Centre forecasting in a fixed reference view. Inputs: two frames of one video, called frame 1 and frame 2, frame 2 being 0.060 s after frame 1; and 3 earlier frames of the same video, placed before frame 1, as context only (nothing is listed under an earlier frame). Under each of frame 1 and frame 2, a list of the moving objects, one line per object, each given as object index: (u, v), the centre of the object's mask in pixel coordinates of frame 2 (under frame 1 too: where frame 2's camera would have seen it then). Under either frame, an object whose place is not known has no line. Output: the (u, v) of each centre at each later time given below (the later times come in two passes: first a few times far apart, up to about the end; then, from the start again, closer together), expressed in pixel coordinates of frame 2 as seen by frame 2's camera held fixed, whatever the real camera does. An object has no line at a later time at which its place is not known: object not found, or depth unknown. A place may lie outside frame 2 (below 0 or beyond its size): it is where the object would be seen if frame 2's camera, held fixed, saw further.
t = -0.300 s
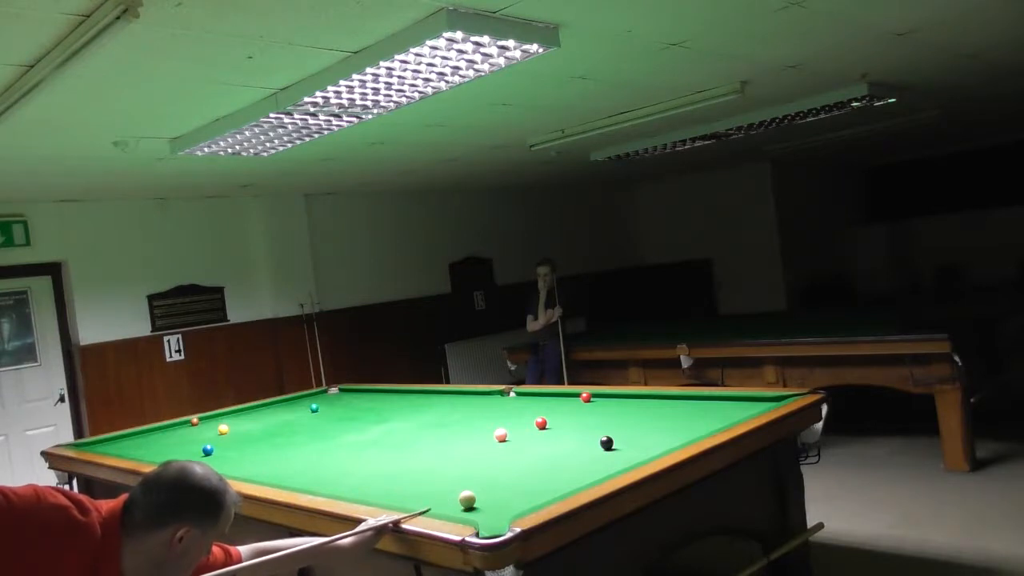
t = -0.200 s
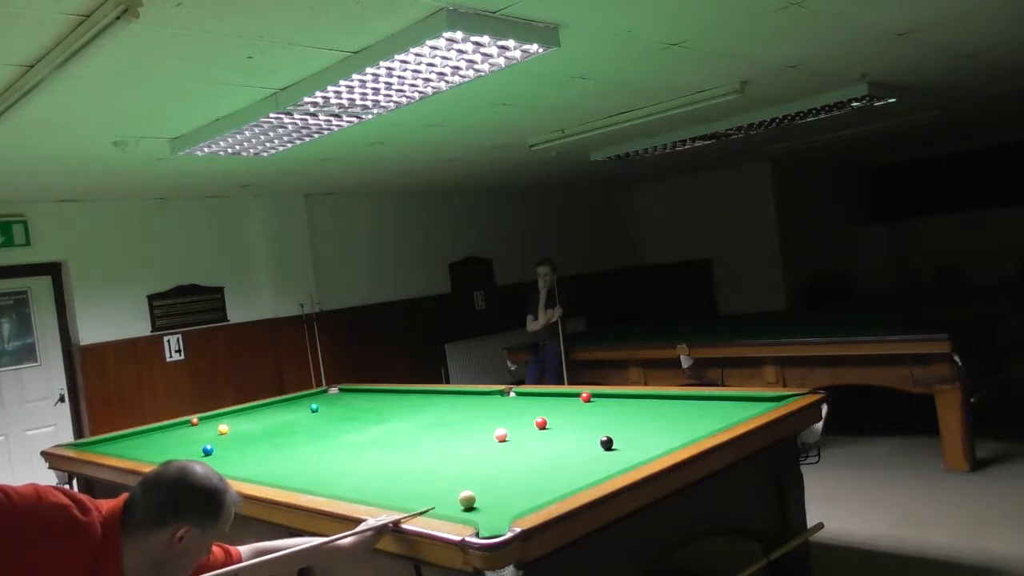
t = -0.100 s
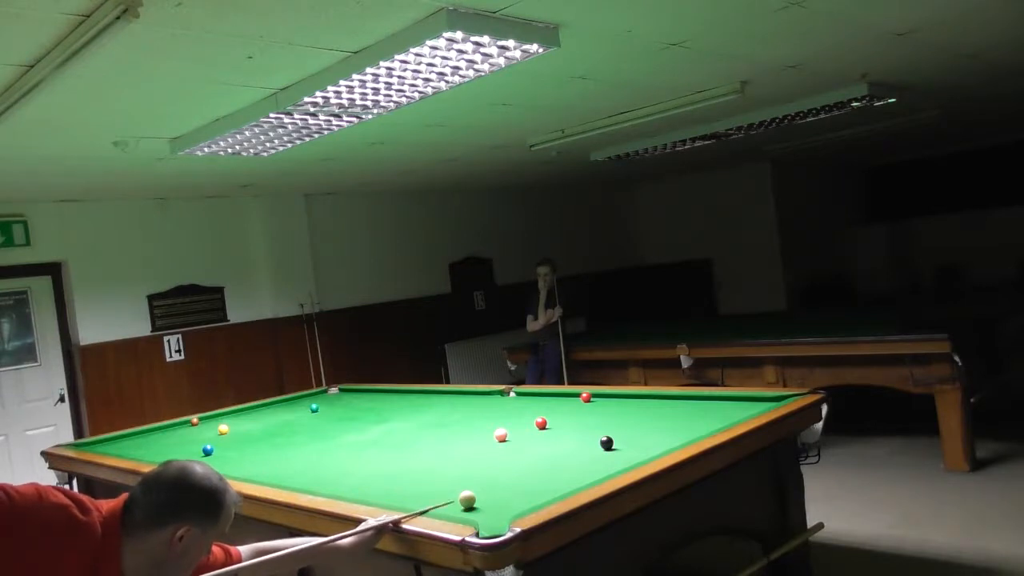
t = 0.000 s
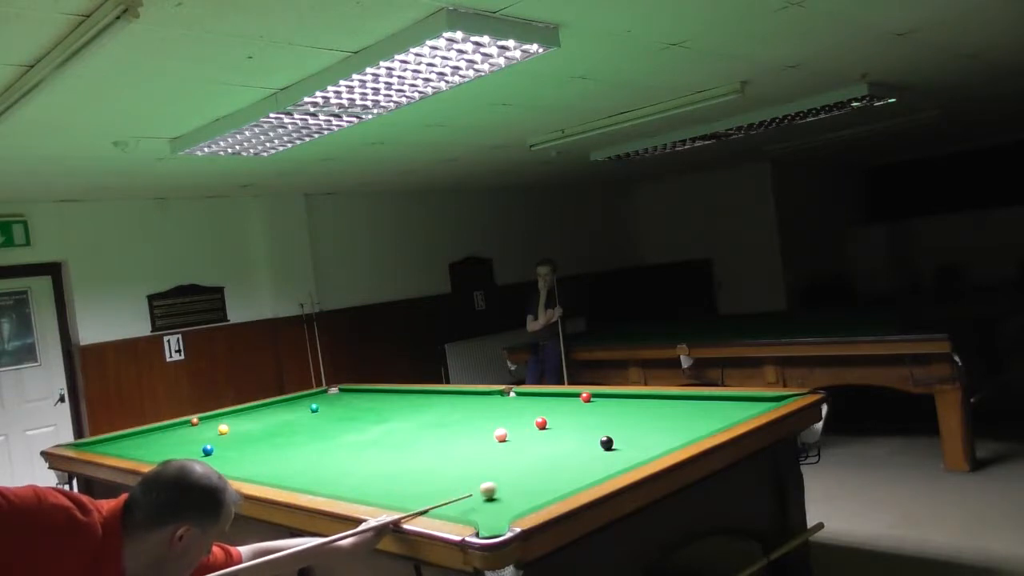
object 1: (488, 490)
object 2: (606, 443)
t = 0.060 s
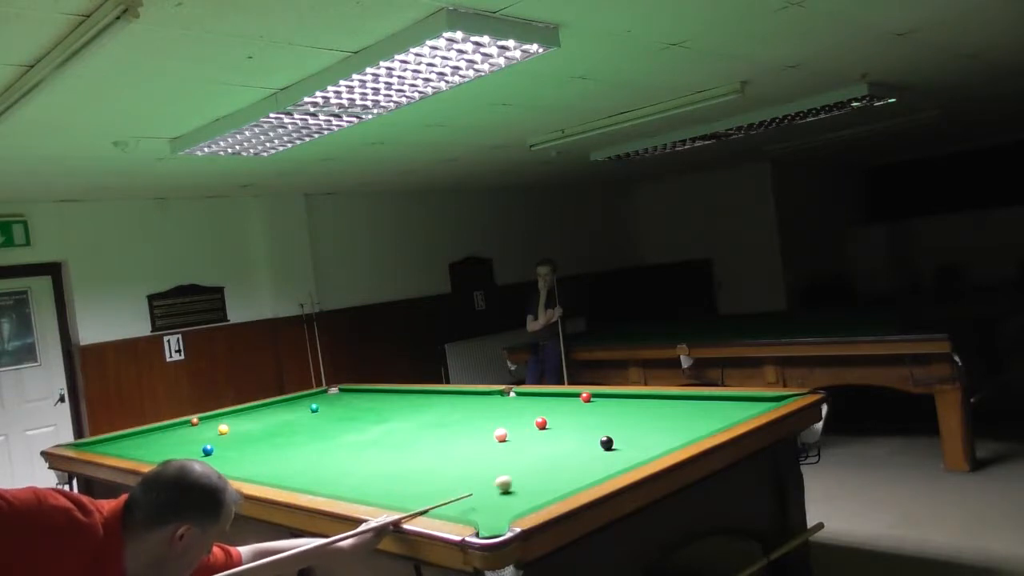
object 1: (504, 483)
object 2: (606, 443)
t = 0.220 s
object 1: (542, 467)
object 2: (606, 443)
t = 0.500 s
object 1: (592, 445)
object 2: (612, 441)
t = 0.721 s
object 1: (590, 438)
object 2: (648, 433)
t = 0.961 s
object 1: (590, 432)
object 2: (681, 424)
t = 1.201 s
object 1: (590, 426)
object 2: (711, 416)
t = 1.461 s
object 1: (589, 421)
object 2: (742, 409)
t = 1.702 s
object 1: (589, 416)
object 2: (767, 402)
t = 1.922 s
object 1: (590, 412)
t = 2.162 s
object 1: (590, 409)
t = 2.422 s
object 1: (590, 405)
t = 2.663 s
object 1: (590, 403)
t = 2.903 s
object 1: (591, 400)
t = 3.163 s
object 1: (591, 398)
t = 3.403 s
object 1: (594, 396)
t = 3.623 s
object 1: (597, 396)
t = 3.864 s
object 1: (599, 395)
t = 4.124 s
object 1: (599, 395)
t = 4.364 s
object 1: (600, 395)
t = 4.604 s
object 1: (600, 395)
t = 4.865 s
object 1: (600, 395)
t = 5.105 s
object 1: (600, 395)
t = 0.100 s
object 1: (514, 479)
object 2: (606, 443)
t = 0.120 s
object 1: (518, 477)
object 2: (606, 443)
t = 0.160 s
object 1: (528, 472)
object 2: (606, 443)
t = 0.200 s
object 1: (538, 469)
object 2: (606, 443)
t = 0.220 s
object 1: (542, 467)
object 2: (606, 443)
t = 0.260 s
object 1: (551, 463)
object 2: (606, 443)
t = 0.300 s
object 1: (559, 459)
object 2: (606, 443)
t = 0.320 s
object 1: (564, 458)
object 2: (607, 443)
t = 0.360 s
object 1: (572, 454)
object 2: (607, 443)
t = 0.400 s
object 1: (580, 451)
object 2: (607, 443)
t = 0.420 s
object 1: (584, 449)
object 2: (607, 443)
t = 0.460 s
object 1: (591, 446)
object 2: (607, 443)
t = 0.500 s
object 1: (592, 445)
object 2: (612, 441)
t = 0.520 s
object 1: (592, 444)
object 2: (616, 440)
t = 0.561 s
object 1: (591, 443)
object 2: (624, 439)
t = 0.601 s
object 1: (591, 442)
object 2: (630, 437)
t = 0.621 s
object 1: (591, 441)
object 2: (633, 436)
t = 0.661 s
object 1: (591, 440)
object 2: (639, 435)
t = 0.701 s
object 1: (590, 439)
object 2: (645, 433)
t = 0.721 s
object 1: (590, 438)
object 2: (648, 433)
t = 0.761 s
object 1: (590, 437)
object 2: (653, 431)
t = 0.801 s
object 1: (590, 436)
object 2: (659, 430)
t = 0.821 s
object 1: (590, 436)
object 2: (662, 429)
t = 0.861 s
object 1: (590, 434)
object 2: (667, 428)
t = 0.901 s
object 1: (590, 433)
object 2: (673, 426)
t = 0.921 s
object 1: (590, 433)
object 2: (676, 425)
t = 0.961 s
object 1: (590, 432)
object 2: (681, 424)
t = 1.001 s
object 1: (590, 431)
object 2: (686, 423)
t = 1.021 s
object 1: (590, 430)
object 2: (689, 422)
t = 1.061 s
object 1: (590, 429)
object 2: (694, 421)
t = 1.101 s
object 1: (590, 428)
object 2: (699, 420)
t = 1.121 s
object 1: (590, 428)
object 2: (701, 419)
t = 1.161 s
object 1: (590, 427)
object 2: (706, 418)
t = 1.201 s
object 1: (590, 426)
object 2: (711, 416)
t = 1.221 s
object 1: (589, 426)
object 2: (714, 416)
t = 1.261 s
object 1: (589, 425)
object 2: (718, 415)
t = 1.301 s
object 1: (590, 424)
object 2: (723, 413)
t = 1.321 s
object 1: (589, 424)
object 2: (725, 413)
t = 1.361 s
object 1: (589, 423)
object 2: (730, 412)
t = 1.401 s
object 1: (589, 422)
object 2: (735, 410)
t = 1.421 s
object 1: (589, 422)
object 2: (737, 410)
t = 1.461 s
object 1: (589, 421)
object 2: (742, 409)
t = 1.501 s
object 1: (589, 420)
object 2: (746, 407)
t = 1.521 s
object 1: (589, 420)
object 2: (748, 407)
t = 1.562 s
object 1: (589, 419)
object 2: (753, 406)
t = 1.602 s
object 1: (589, 418)
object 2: (757, 405)
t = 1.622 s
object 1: (589, 418)
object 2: (759, 405)
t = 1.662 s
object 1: (589, 417)
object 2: (763, 403)
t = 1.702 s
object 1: (589, 416)
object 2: (767, 402)
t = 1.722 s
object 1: (589, 416)
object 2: (769, 401)
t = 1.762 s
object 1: (589, 415)
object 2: (773, 400)
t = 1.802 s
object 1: (589, 415)
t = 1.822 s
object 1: (589, 414)
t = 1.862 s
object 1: (590, 414)
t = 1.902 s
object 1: (590, 413)
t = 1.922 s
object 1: (590, 412)
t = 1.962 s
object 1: (590, 412)
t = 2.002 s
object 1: (589, 411)
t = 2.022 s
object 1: (590, 411)
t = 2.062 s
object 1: (590, 410)
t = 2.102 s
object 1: (589, 410)
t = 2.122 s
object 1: (590, 409)
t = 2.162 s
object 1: (590, 409)
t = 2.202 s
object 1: (590, 408)
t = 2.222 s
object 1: (590, 408)
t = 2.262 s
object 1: (590, 408)
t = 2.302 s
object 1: (590, 407)
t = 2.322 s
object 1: (590, 407)
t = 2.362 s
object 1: (590, 406)
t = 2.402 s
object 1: (590, 406)
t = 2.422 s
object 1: (590, 405)
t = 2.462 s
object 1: (590, 405)
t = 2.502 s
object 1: (590, 404)
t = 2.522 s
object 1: (590, 404)
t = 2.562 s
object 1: (590, 404)
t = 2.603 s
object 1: (590, 403)
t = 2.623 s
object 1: (590, 403)
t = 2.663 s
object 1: (590, 403)
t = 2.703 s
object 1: (590, 402)
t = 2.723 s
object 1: (590, 402)
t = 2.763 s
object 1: (590, 401)
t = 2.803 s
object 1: (591, 401)
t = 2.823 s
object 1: (590, 401)
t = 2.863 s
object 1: (591, 400)
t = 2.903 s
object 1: (591, 400)
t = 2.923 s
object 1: (591, 400)
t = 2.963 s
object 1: (591, 399)
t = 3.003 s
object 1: (591, 399)
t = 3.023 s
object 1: (591, 399)
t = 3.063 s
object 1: (591, 398)
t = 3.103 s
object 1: (591, 398)
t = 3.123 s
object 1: (591, 398)
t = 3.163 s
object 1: (591, 398)
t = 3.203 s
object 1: (591, 398)
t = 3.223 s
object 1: (591, 397)
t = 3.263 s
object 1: (592, 397)
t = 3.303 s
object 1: (593, 397)
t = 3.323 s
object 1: (593, 397)
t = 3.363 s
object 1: (594, 397)
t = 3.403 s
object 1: (594, 396)
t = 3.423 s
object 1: (594, 396)
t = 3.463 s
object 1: (595, 396)
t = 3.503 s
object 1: (595, 396)
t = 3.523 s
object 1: (595, 396)
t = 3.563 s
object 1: (596, 396)
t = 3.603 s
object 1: (597, 396)
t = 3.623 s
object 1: (597, 396)
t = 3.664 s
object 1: (597, 396)
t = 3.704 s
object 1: (598, 395)
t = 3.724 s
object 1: (598, 395)
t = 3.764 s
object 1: (598, 395)
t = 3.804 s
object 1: (598, 395)
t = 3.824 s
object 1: (598, 395)
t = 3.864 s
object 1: (599, 395)
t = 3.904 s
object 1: (599, 395)
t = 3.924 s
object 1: (599, 395)
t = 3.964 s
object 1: (599, 395)
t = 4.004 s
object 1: (599, 395)
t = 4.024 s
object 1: (599, 395)
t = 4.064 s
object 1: (599, 395)
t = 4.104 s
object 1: (599, 395)
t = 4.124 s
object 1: (599, 395)
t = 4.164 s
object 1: (600, 395)
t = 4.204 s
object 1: (600, 395)
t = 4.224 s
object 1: (600, 395)
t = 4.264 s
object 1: (600, 395)
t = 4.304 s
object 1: (600, 395)
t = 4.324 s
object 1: (600, 395)
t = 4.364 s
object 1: (600, 395)
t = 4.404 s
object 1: (600, 395)
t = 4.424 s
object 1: (600, 395)
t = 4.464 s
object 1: (600, 395)
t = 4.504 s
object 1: (600, 395)
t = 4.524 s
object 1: (600, 395)
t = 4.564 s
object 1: (600, 395)
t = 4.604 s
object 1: (600, 395)
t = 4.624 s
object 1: (600, 395)
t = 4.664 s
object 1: (600, 395)
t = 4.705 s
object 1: (600, 395)
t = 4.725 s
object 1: (600, 395)
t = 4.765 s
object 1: (600, 395)
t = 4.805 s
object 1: (600, 395)
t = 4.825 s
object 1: (600, 395)
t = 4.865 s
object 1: (600, 395)
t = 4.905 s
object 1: (600, 395)
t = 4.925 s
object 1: (600, 395)
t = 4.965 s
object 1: (600, 395)
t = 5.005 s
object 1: (600, 395)
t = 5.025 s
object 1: (600, 395)
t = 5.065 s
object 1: (600, 395)
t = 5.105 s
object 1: (600, 395)
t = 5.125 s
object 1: (600, 395)
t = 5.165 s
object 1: (600, 395)
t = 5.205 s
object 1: (600, 395)
